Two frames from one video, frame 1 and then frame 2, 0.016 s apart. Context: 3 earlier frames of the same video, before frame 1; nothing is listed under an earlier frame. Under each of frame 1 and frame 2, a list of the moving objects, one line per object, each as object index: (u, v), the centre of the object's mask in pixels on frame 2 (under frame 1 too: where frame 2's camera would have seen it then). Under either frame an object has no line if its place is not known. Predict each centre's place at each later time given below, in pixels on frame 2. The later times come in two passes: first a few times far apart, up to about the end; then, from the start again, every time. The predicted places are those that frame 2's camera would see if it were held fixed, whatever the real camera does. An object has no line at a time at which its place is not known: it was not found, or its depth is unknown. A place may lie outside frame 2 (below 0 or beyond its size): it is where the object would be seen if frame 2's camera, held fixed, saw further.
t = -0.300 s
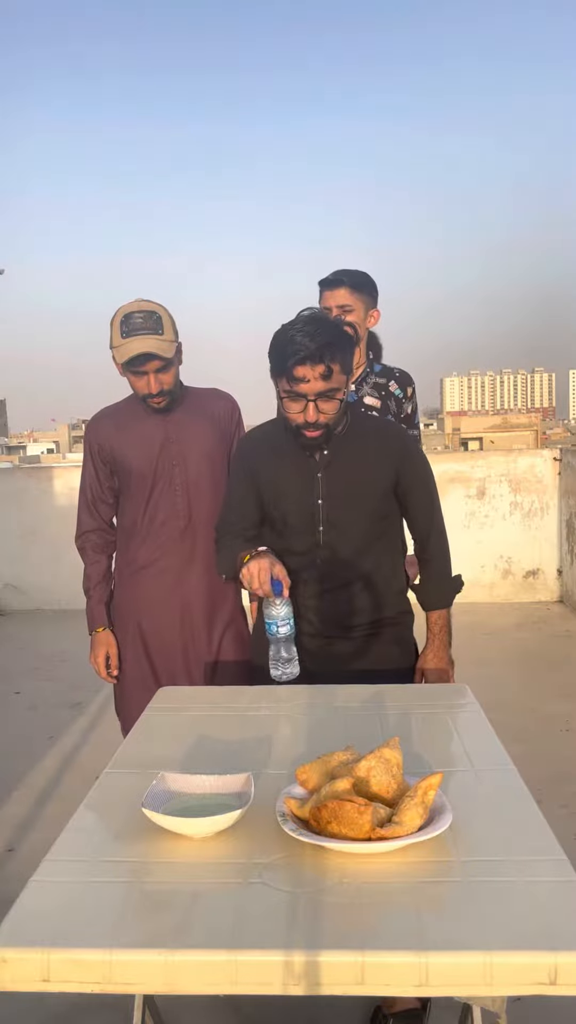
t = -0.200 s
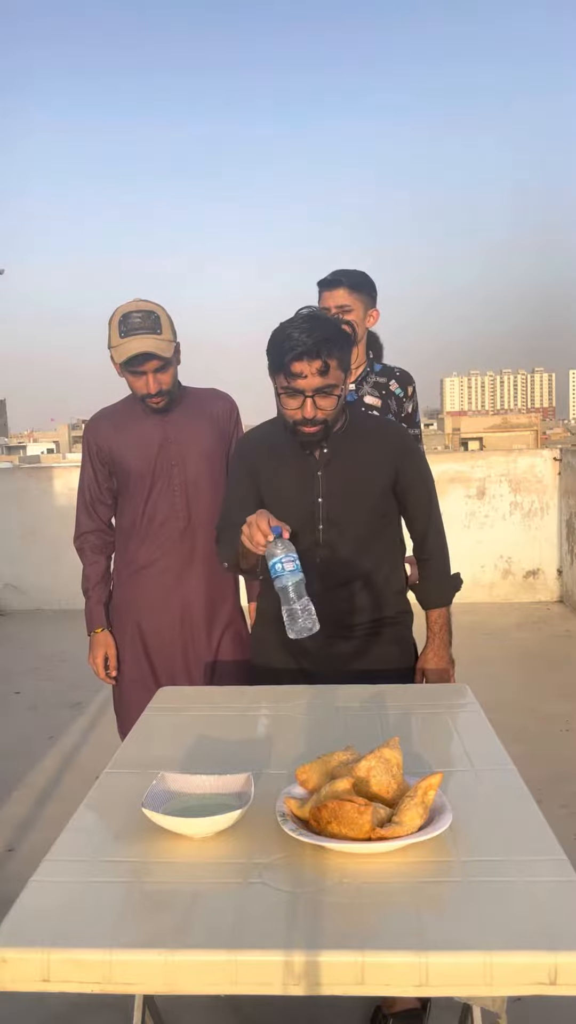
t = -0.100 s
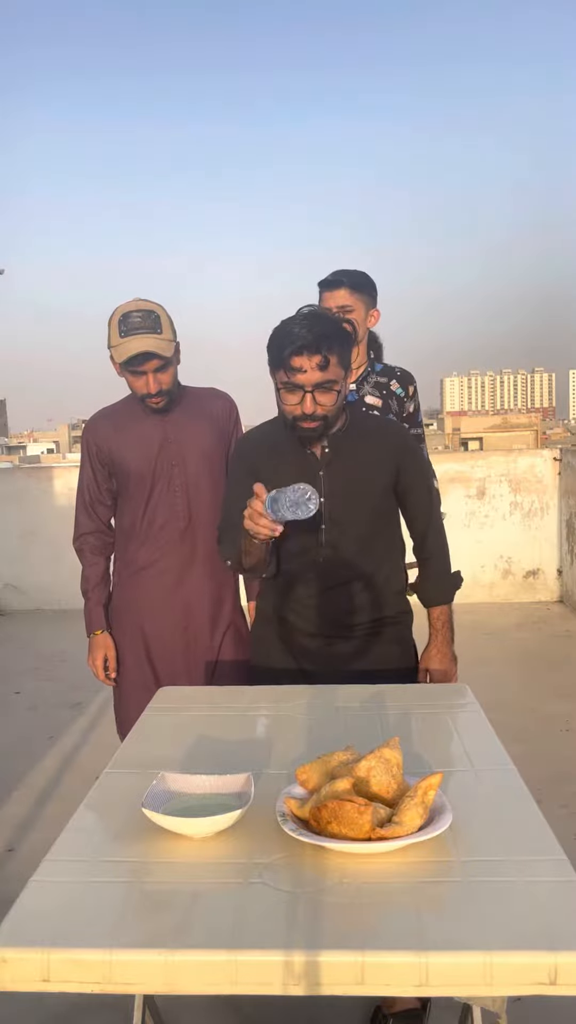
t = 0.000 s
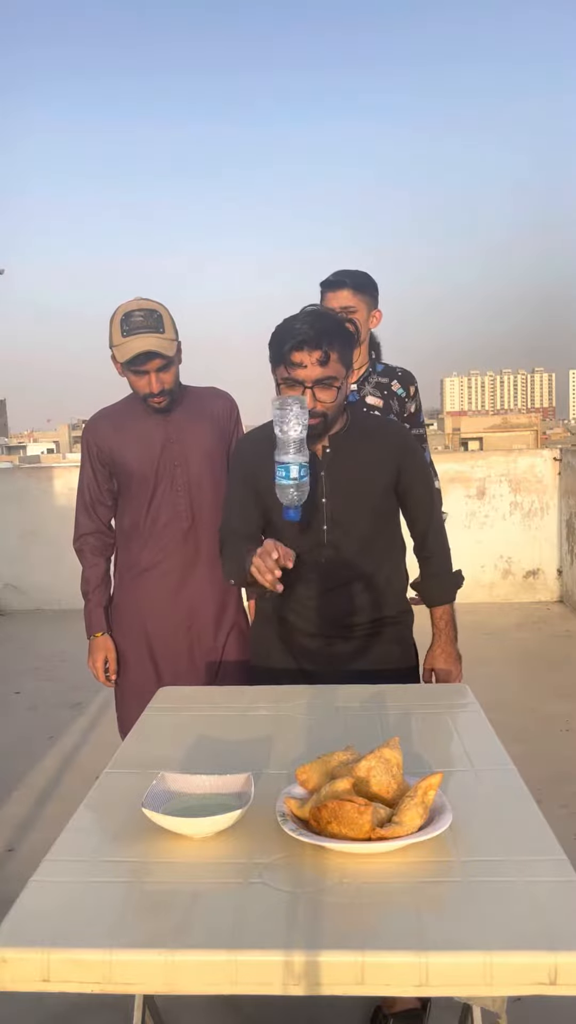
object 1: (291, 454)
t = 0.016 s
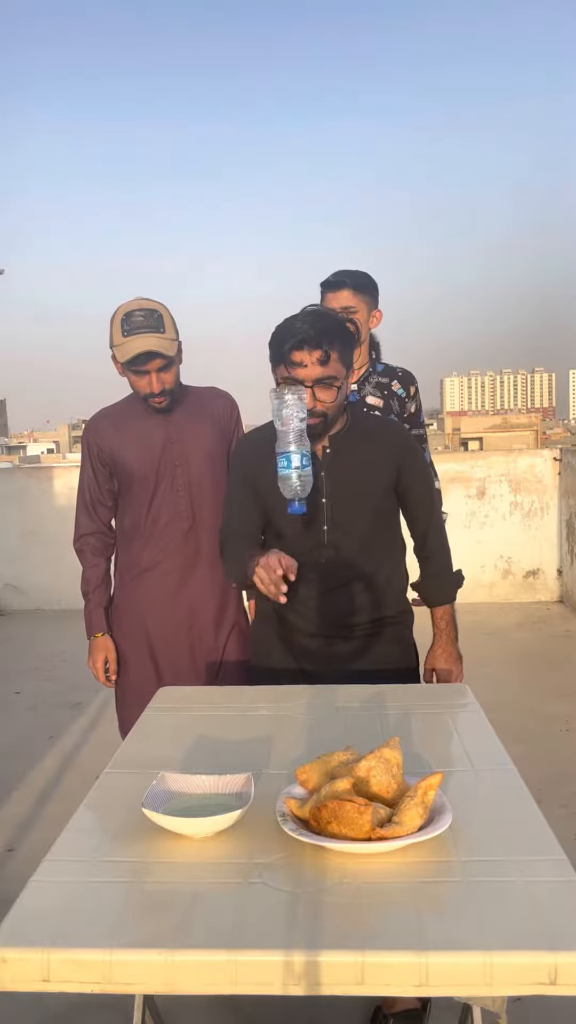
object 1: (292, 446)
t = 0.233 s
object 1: (287, 431)
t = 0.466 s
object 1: (286, 671)
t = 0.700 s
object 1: (302, 694)
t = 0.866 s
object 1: (314, 694)
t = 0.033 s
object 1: (293, 437)
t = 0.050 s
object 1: (294, 430)
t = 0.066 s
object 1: (295, 423)
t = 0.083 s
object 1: (295, 416)
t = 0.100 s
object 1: (295, 410)
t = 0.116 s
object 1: (294, 406)
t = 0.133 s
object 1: (293, 404)
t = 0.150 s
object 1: (292, 403)
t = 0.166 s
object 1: (291, 405)
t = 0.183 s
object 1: (290, 408)
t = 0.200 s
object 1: (289, 413)
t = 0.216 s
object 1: (288, 421)
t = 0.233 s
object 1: (287, 431)
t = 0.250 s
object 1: (286, 444)
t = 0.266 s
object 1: (285, 459)
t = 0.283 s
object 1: (285, 477)
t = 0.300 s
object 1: (284, 496)
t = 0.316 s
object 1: (284, 517)
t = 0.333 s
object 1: (284, 540)
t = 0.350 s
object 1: (284, 564)
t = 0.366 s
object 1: (284, 591)
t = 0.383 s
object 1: (285, 618)
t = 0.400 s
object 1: (285, 647)
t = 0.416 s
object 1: (285, 673)
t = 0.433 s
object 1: (286, 671)
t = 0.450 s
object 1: (286, 670)
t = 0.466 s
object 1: (286, 671)
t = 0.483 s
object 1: (287, 674)
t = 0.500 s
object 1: (289, 677)
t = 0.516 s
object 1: (290, 680)
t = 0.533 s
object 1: (292, 683)
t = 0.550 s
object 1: (292, 687)
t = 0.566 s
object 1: (294, 691)
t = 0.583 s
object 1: (294, 697)
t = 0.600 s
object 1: (296, 695)
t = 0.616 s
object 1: (296, 694)
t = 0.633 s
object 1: (298, 695)
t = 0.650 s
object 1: (299, 695)
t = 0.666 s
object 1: (300, 694)
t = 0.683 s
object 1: (301, 694)
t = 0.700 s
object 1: (302, 694)
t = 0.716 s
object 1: (303, 694)
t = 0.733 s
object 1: (304, 694)
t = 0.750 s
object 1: (305, 694)
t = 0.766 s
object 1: (307, 694)
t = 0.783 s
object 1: (308, 694)
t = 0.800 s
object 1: (309, 694)
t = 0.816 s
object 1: (311, 694)
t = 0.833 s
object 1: (312, 694)
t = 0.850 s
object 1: (313, 694)
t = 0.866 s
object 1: (314, 694)
